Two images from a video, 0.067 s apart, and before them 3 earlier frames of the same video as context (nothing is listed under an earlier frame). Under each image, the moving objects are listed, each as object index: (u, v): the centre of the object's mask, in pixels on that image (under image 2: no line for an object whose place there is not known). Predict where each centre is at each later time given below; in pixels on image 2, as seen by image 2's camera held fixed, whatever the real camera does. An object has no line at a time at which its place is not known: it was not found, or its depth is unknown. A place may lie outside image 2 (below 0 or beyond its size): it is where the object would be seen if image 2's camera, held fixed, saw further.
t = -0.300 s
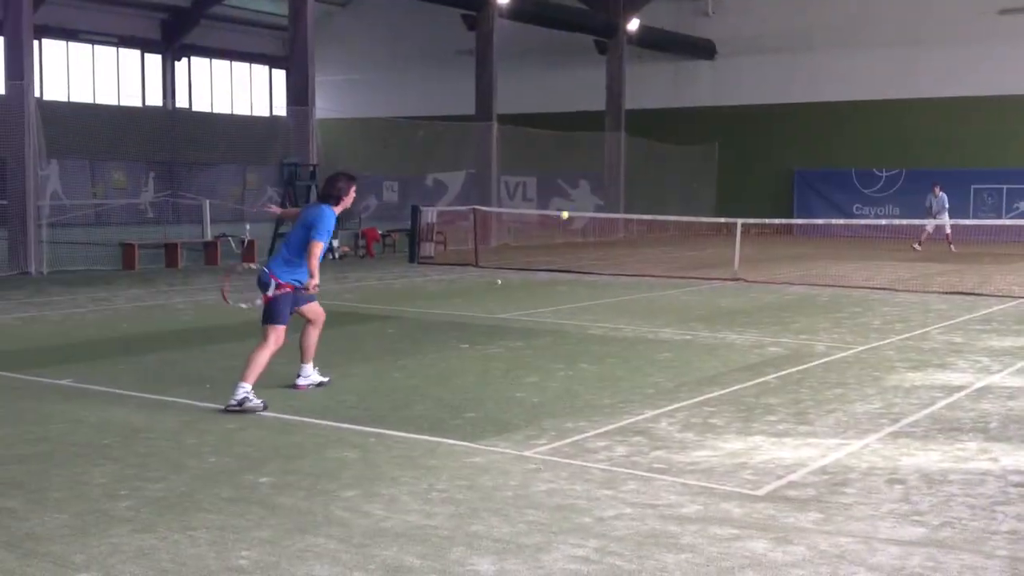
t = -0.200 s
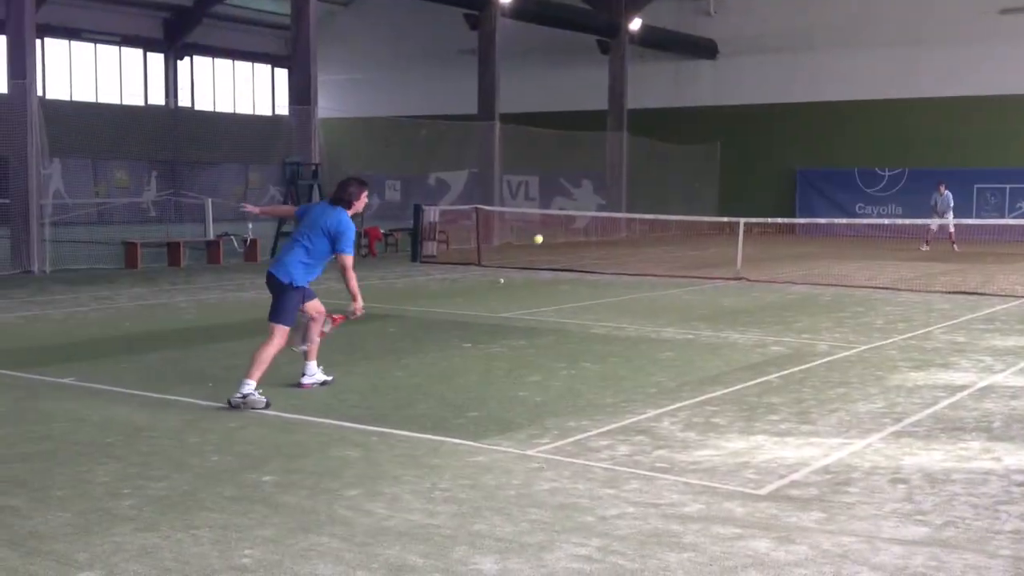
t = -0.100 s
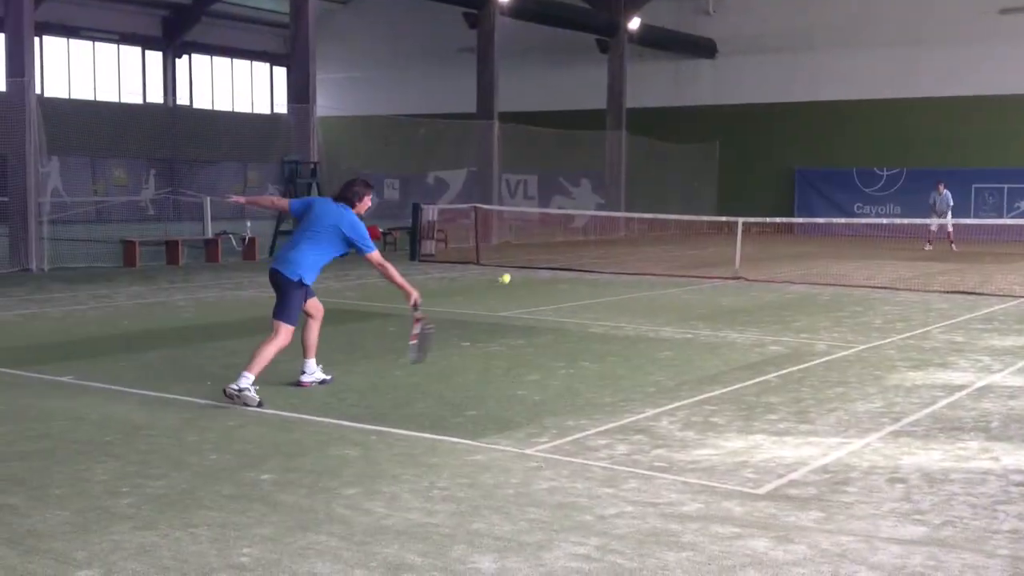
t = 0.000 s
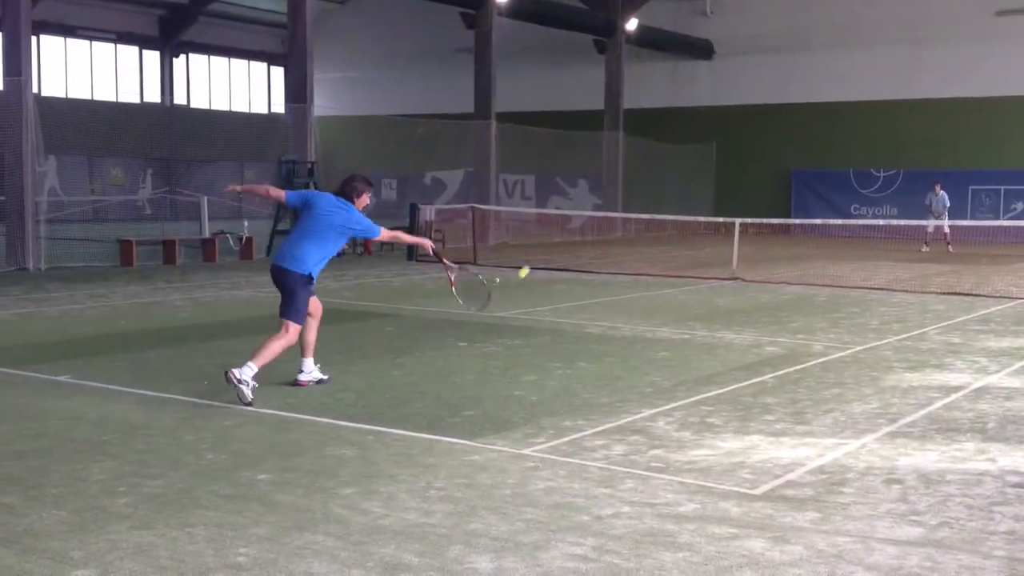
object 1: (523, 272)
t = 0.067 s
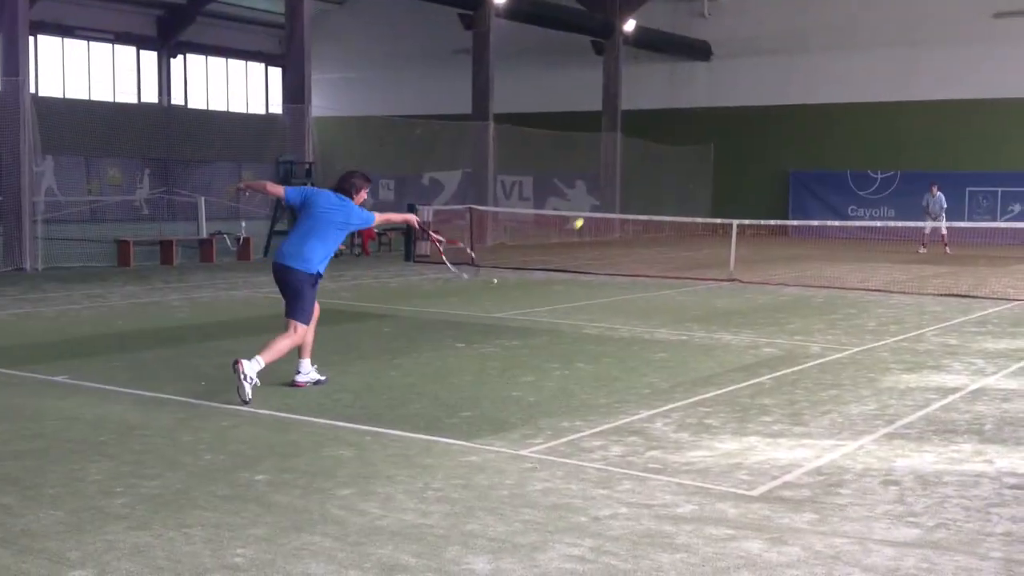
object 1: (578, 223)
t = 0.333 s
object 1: (717, 136)
